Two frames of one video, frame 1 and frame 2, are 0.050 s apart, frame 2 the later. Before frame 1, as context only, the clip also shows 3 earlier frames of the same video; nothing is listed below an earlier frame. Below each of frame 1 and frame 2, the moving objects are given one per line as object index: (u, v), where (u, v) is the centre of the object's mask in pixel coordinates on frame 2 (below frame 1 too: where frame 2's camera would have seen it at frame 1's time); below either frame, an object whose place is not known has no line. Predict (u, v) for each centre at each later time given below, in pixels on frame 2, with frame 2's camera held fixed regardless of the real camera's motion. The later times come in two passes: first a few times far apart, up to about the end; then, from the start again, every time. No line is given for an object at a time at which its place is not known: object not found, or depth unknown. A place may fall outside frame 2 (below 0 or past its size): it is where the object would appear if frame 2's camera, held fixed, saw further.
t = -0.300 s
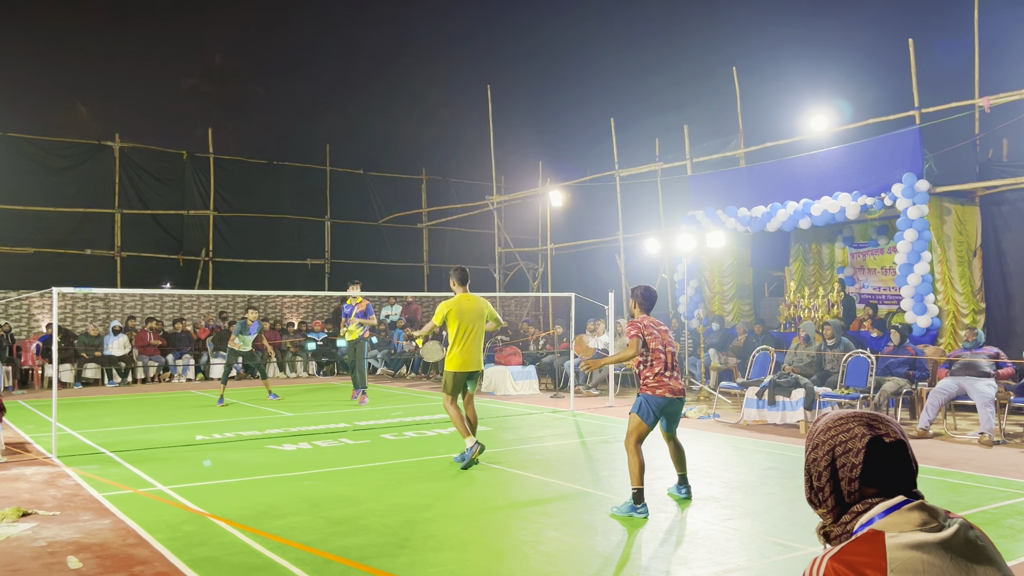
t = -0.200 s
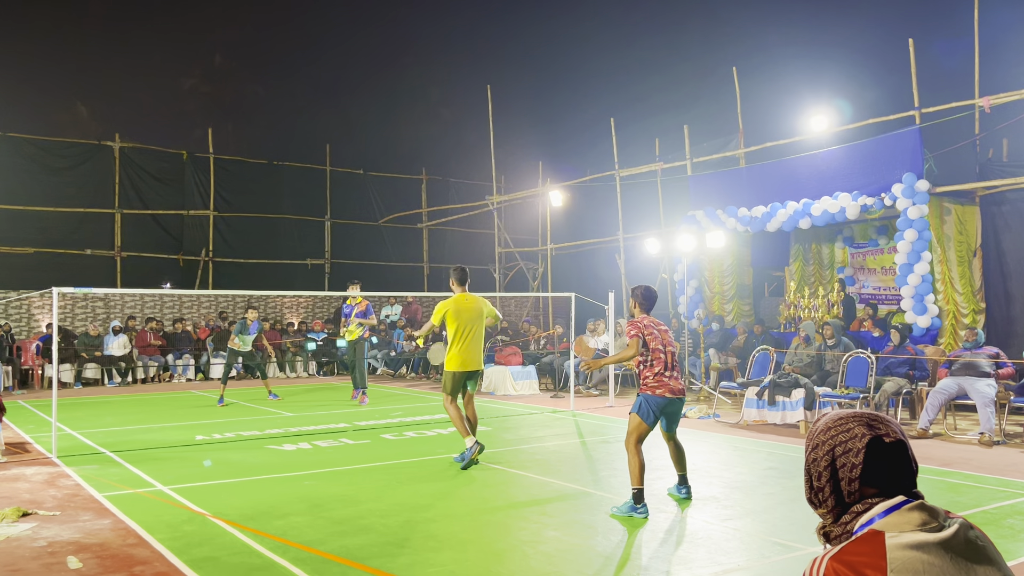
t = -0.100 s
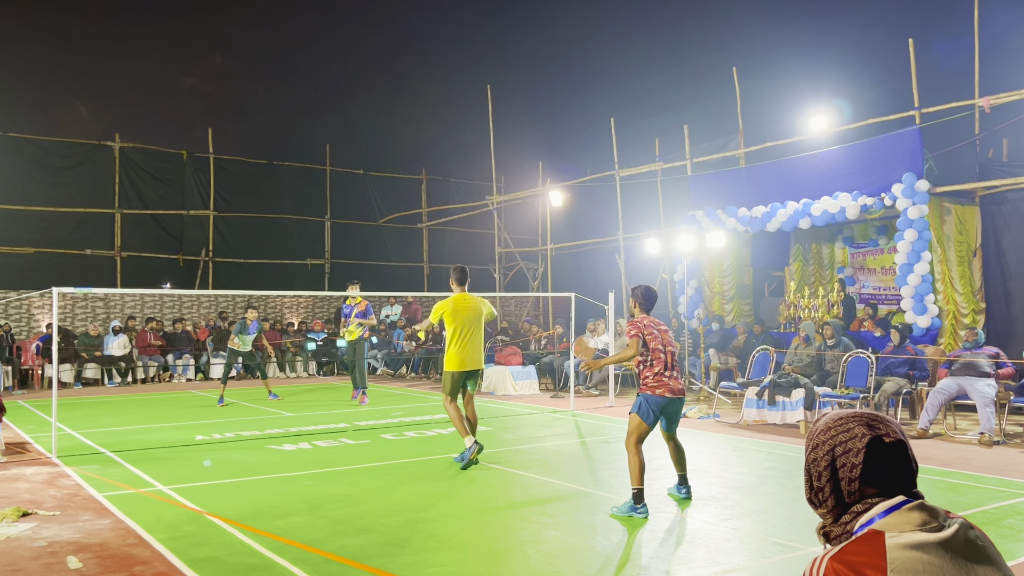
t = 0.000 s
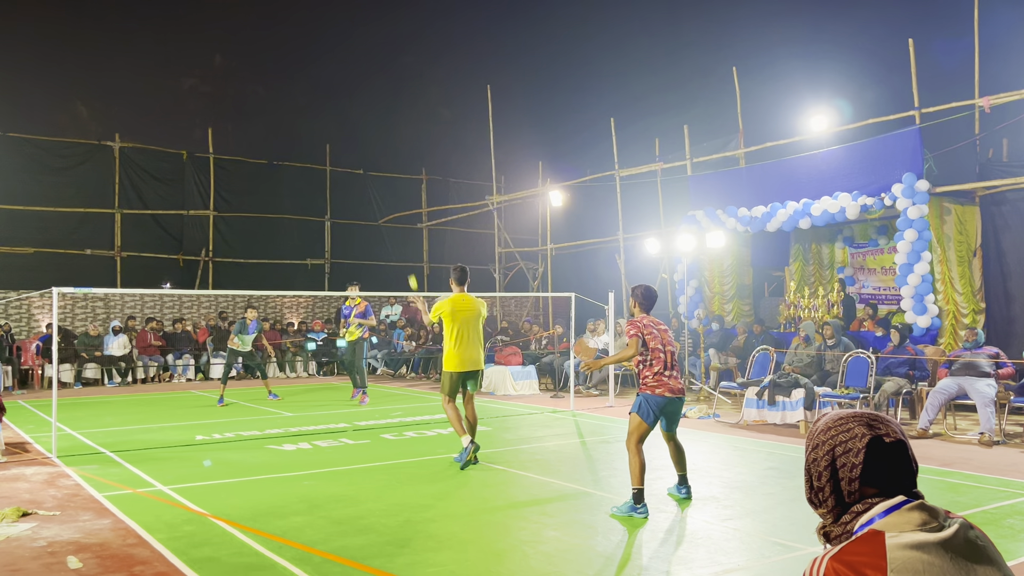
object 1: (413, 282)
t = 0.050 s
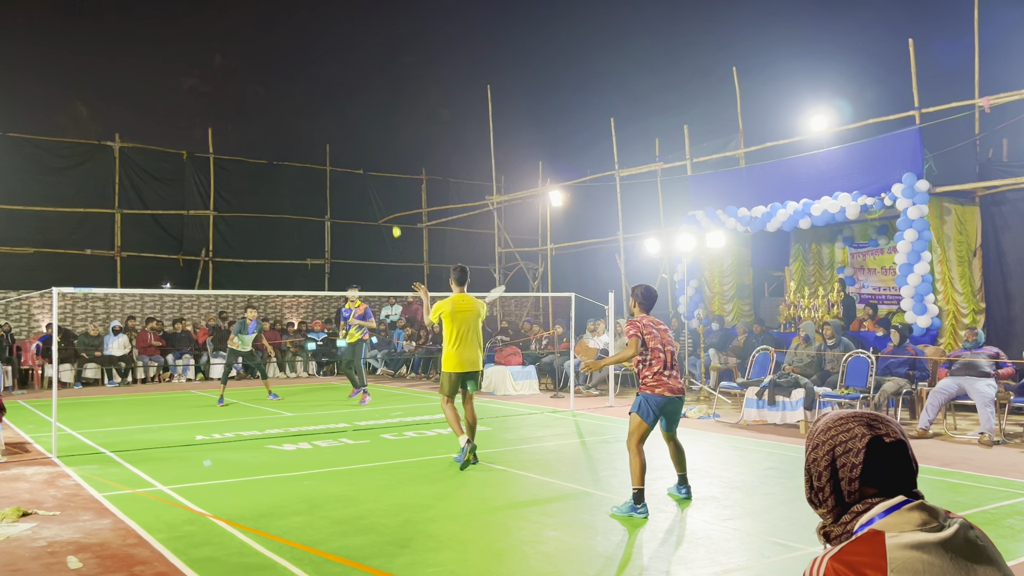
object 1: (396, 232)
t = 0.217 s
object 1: (380, 152)
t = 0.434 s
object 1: (367, 124)
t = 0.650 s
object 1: (360, 132)
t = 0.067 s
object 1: (395, 220)
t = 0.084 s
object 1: (395, 210)
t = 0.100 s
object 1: (393, 199)
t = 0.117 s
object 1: (390, 191)
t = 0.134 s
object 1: (387, 183)
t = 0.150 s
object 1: (385, 175)
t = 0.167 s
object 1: (384, 168)
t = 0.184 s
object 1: (381, 162)
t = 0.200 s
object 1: (381, 157)
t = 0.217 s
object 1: (380, 152)
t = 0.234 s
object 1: (379, 148)
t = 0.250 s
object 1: (377, 144)
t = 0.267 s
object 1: (376, 141)
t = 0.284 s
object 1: (375, 138)
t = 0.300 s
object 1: (374, 135)
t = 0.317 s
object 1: (373, 133)
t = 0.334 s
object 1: (372, 131)
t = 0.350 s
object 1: (371, 129)
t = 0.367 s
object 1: (370, 128)
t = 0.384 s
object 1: (369, 126)
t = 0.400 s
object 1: (369, 125)
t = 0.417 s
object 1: (368, 124)
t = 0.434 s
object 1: (367, 124)
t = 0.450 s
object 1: (366, 123)
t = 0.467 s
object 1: (365, 123)
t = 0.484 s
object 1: (365, 123)
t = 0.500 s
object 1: (364, 123)
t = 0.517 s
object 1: (364, 124)
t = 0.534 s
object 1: (363, 124)
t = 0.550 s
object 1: (363, 125)
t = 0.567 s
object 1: (362, 126)
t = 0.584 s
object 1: (362, 127)
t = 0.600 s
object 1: (362, 128)
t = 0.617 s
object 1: (361, 129)
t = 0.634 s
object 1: (361, 131)
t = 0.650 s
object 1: (360, 132)
